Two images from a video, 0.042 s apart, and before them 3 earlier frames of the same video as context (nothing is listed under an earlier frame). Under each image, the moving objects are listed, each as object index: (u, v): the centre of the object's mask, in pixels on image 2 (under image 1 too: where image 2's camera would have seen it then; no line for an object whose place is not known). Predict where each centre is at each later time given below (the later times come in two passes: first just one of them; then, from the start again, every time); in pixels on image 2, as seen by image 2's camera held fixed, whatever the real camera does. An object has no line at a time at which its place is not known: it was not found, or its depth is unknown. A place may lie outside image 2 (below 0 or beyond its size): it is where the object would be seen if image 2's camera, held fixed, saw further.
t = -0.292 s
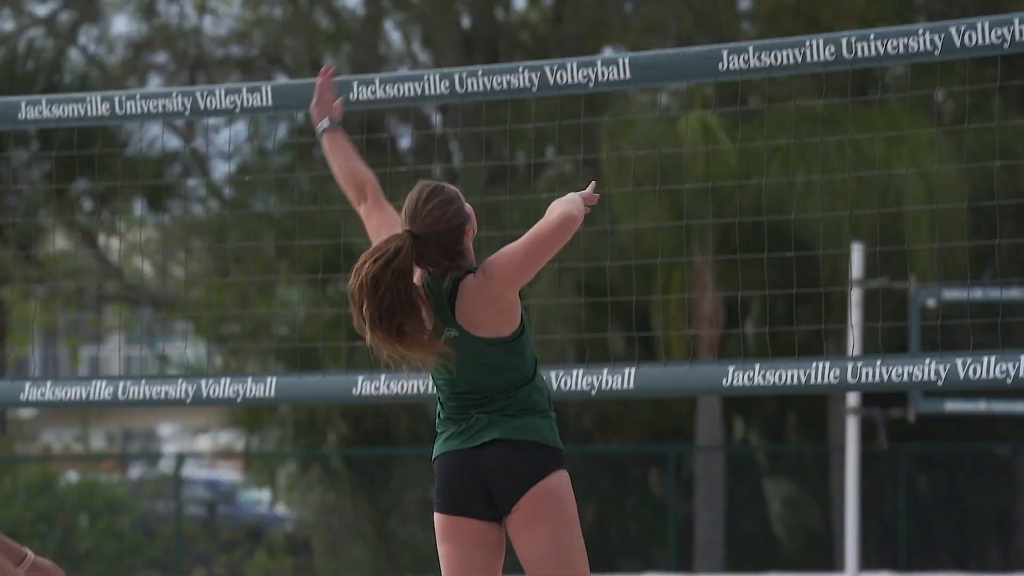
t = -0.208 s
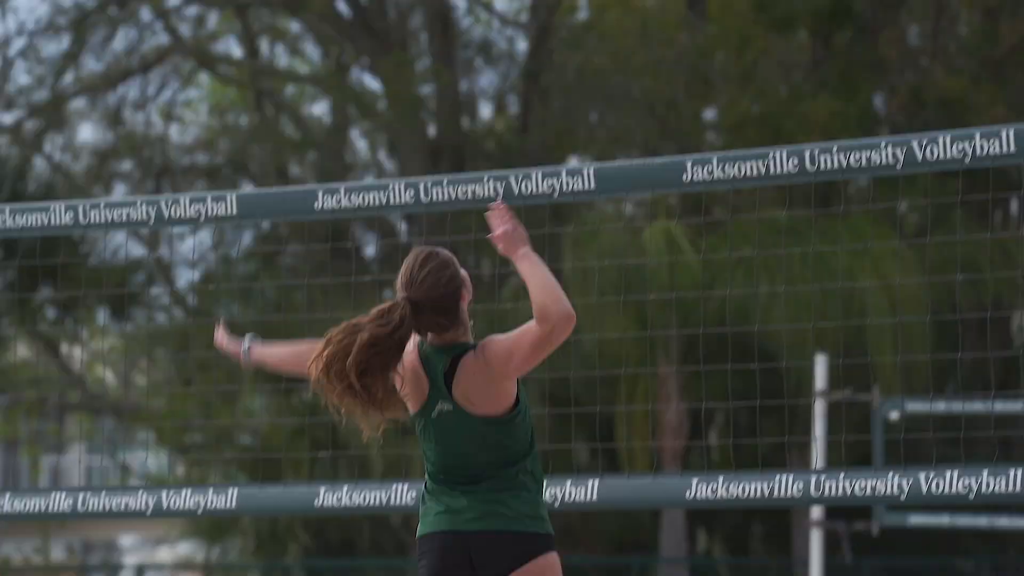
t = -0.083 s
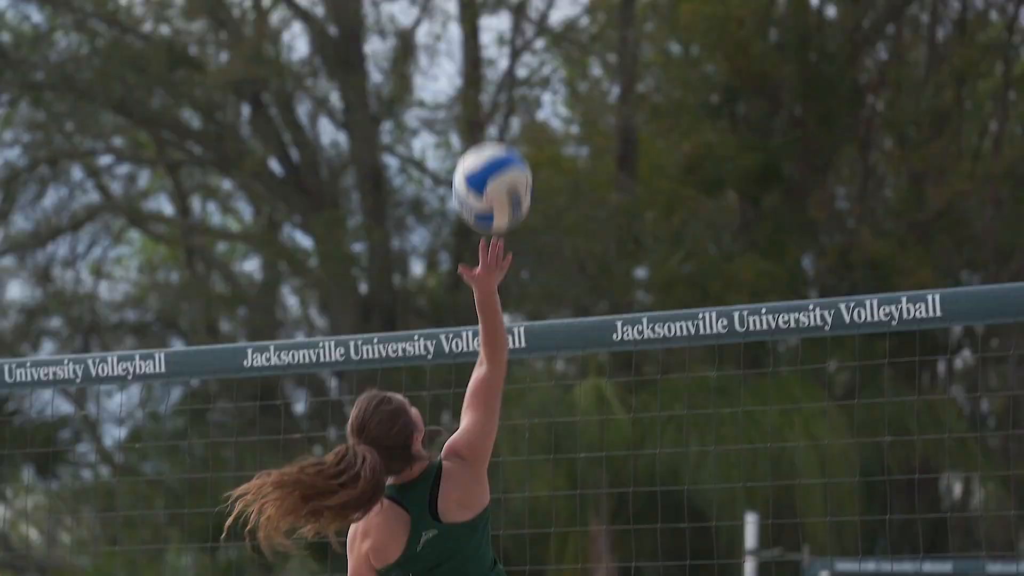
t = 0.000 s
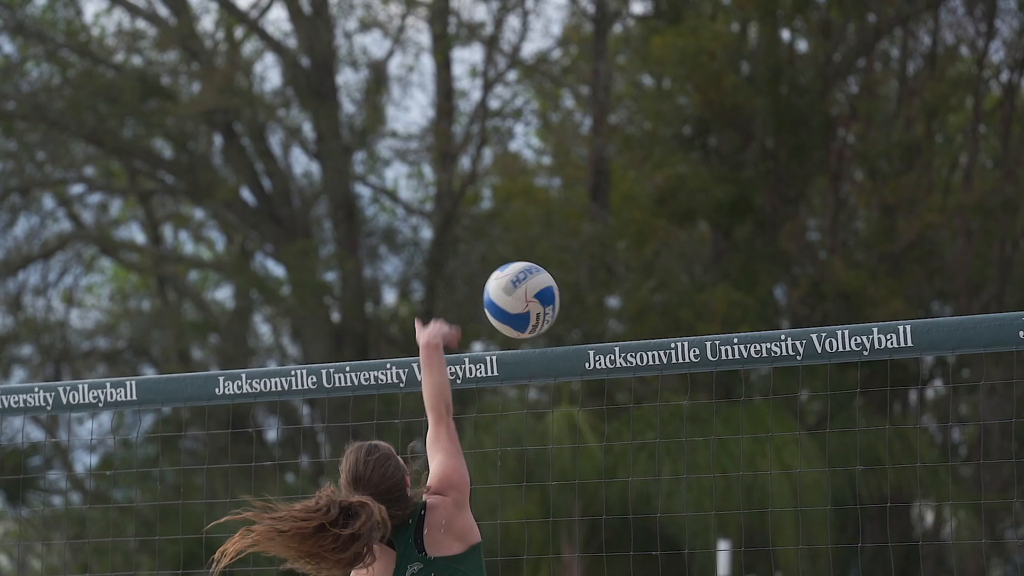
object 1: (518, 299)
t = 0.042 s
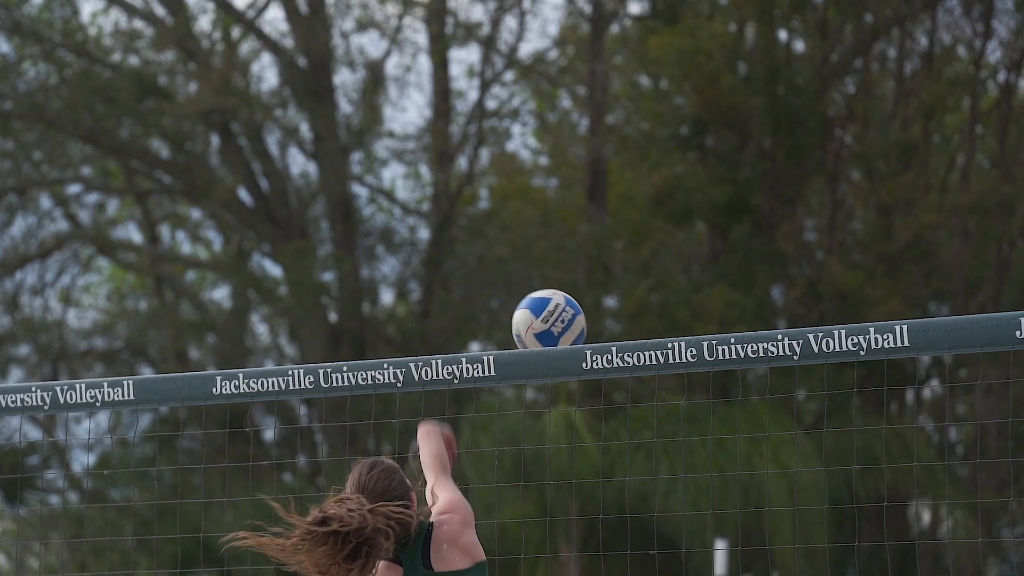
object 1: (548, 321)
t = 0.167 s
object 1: (628, 435)
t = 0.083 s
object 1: (575, 337)
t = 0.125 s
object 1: (604, 401)
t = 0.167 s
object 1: (628, 435)
